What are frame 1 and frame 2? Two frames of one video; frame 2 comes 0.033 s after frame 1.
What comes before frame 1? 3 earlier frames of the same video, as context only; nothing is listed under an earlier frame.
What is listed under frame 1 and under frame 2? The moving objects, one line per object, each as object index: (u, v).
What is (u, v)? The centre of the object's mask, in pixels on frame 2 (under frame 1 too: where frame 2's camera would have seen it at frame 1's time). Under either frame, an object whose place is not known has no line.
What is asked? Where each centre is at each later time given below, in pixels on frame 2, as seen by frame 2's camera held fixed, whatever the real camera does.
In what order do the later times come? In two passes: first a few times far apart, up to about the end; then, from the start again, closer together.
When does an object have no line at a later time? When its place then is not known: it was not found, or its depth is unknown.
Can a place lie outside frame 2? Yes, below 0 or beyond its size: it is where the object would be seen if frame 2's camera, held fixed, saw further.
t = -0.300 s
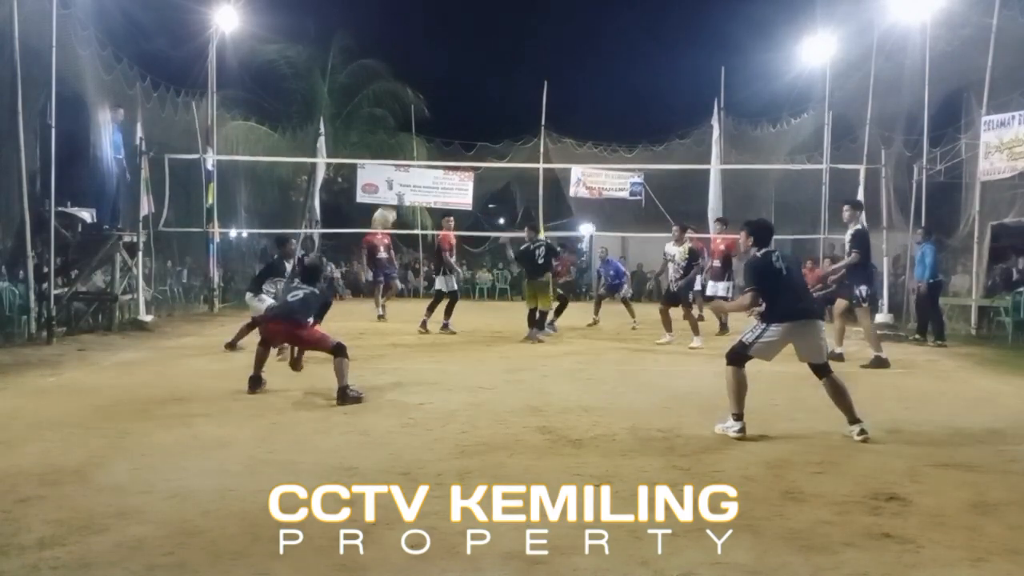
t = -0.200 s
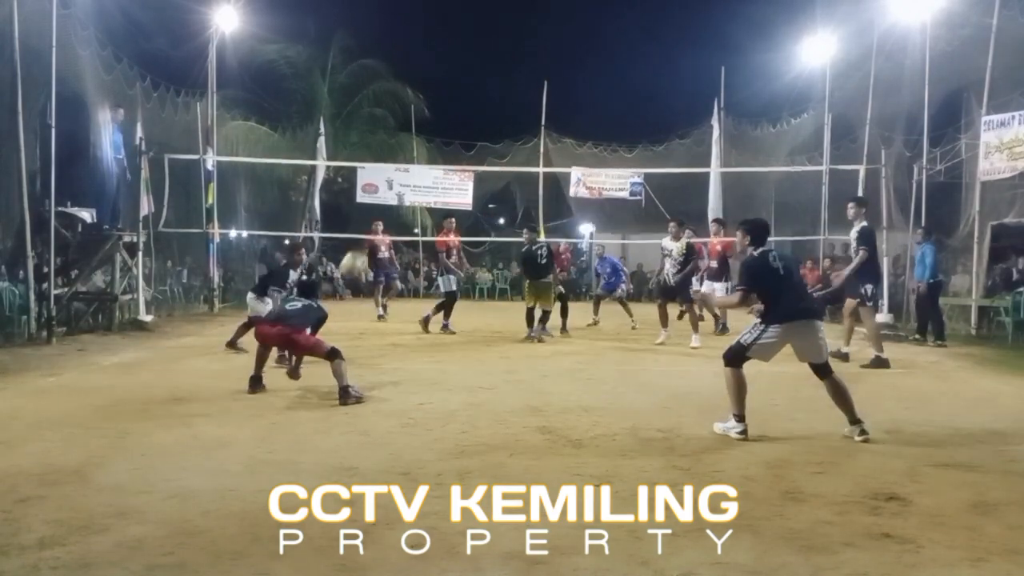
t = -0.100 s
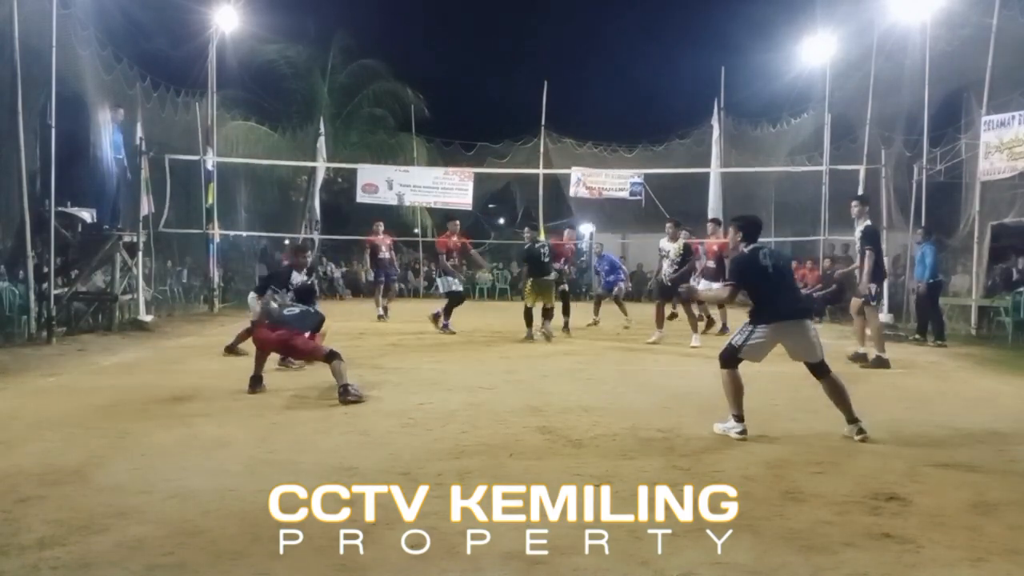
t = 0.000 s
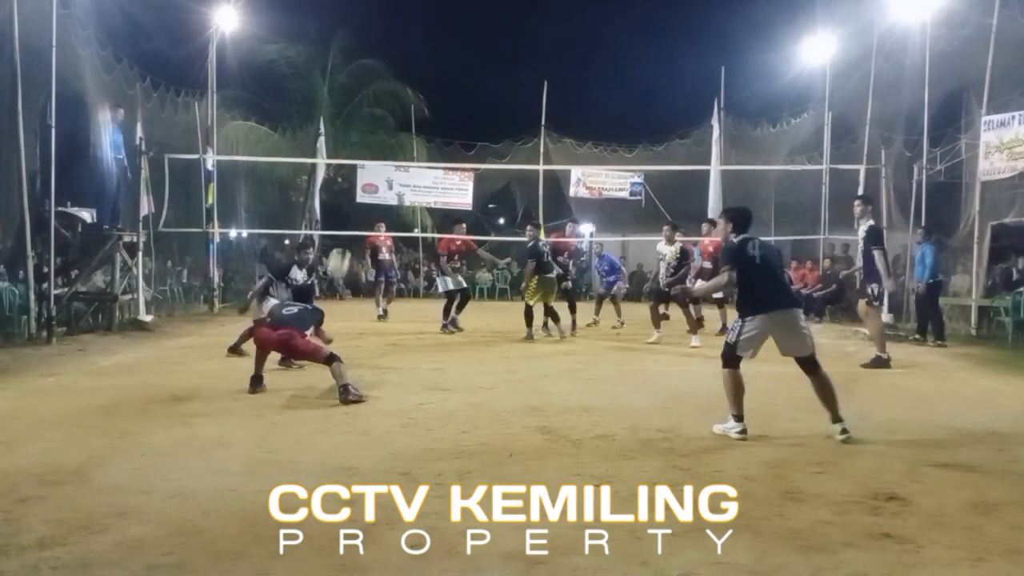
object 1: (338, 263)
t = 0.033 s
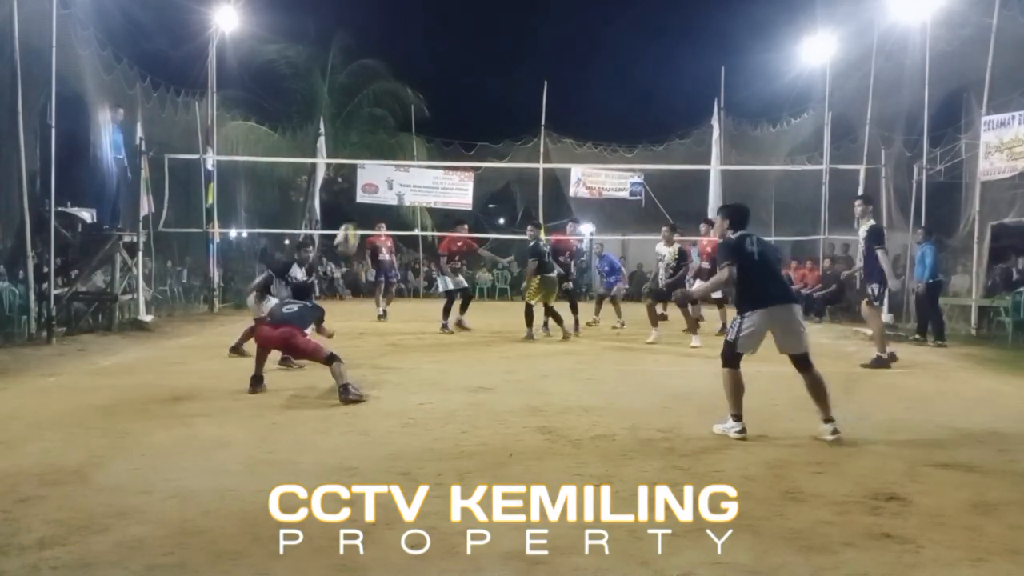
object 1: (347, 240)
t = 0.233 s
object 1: (397, 118)
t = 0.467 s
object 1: (449, 36)
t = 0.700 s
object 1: (494, 10)
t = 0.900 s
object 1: (529, 26)
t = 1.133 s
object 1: (567, 85)
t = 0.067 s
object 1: (356, 215)
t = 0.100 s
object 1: (362, 192)
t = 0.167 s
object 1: (382, 150)
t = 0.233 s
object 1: (397, 118)
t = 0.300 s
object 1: (413, 89)
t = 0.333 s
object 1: (420, 75)
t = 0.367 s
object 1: (428, 64)
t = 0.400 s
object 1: (435, 53)
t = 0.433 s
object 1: (442, 44)
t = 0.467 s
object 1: (449, 36)
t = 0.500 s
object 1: (456, 29)
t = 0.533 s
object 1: (462, 23)
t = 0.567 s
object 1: (469, 18)
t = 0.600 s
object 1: (475, 15)
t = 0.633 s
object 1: (482, 12)
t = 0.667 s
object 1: (488, 10)
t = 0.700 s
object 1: (494, 10)
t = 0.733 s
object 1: (500, 10)
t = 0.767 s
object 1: (506, 11)
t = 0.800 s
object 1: (512, 14)
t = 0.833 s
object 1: (518, 17)
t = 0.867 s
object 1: (524, 21)
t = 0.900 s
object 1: (529, 26)
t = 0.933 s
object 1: (535, 32)
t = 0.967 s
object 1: (541, 39)
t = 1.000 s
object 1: (546, 47)
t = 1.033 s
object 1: (551, 55)
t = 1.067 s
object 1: (557, 64)
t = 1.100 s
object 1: (561, 74)
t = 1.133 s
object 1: (567, 85)
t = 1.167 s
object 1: (572, 97)
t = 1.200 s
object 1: (577, 109)
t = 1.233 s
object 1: (582, 122)
